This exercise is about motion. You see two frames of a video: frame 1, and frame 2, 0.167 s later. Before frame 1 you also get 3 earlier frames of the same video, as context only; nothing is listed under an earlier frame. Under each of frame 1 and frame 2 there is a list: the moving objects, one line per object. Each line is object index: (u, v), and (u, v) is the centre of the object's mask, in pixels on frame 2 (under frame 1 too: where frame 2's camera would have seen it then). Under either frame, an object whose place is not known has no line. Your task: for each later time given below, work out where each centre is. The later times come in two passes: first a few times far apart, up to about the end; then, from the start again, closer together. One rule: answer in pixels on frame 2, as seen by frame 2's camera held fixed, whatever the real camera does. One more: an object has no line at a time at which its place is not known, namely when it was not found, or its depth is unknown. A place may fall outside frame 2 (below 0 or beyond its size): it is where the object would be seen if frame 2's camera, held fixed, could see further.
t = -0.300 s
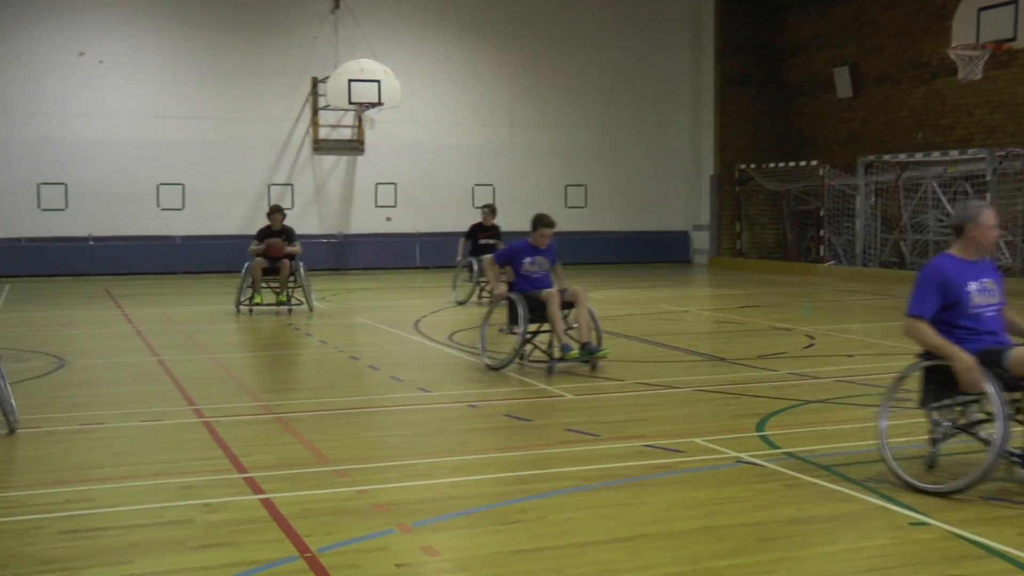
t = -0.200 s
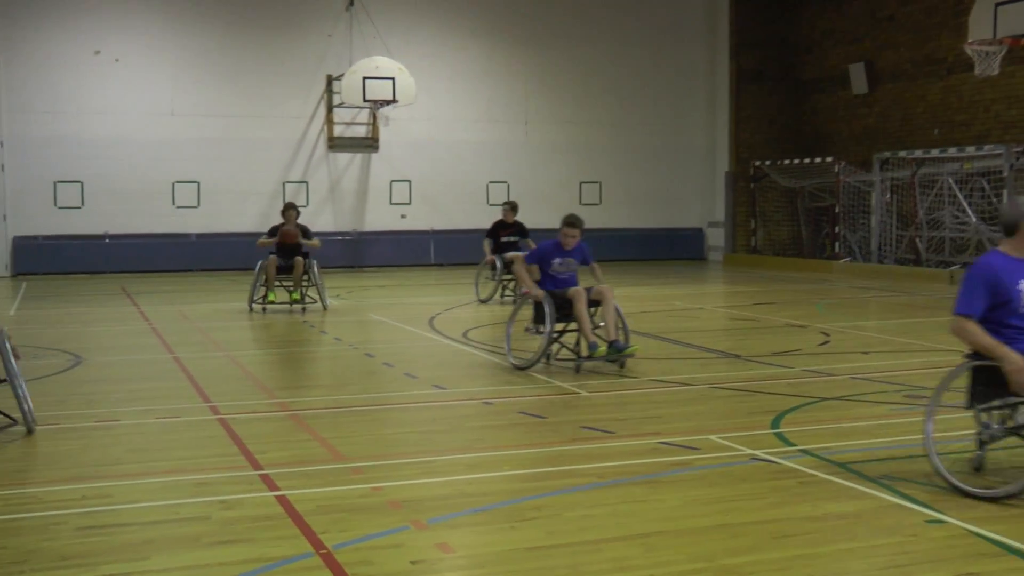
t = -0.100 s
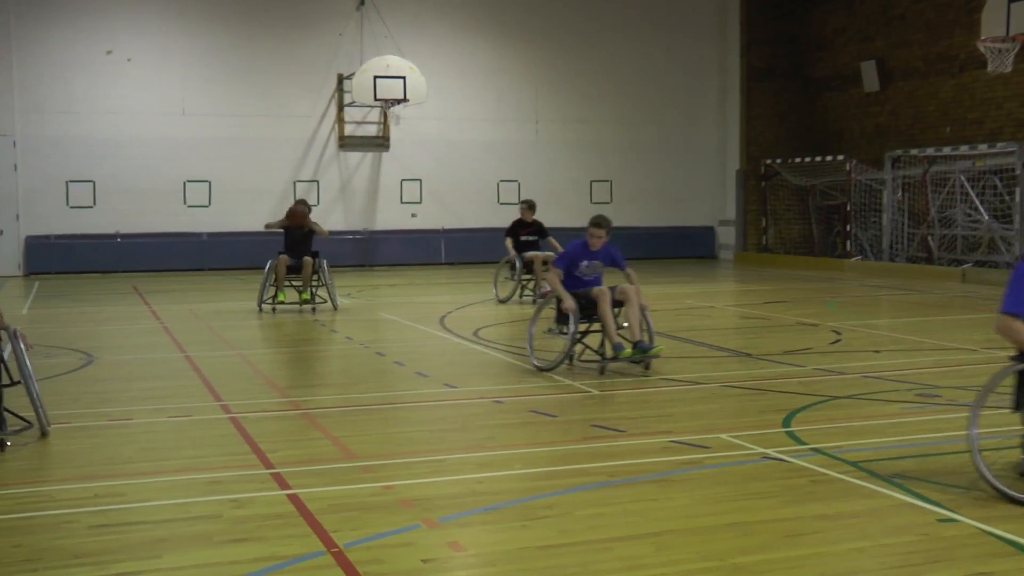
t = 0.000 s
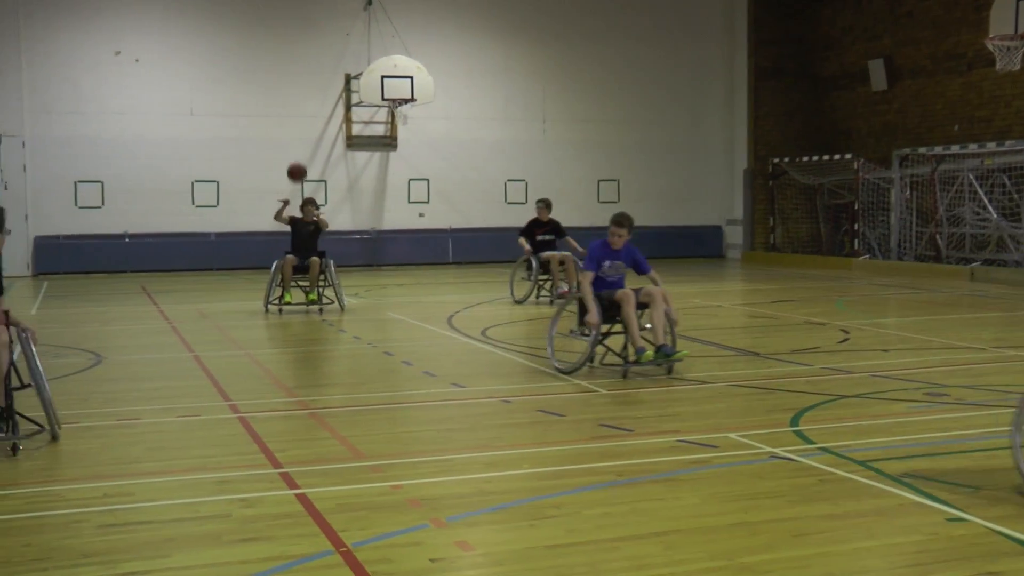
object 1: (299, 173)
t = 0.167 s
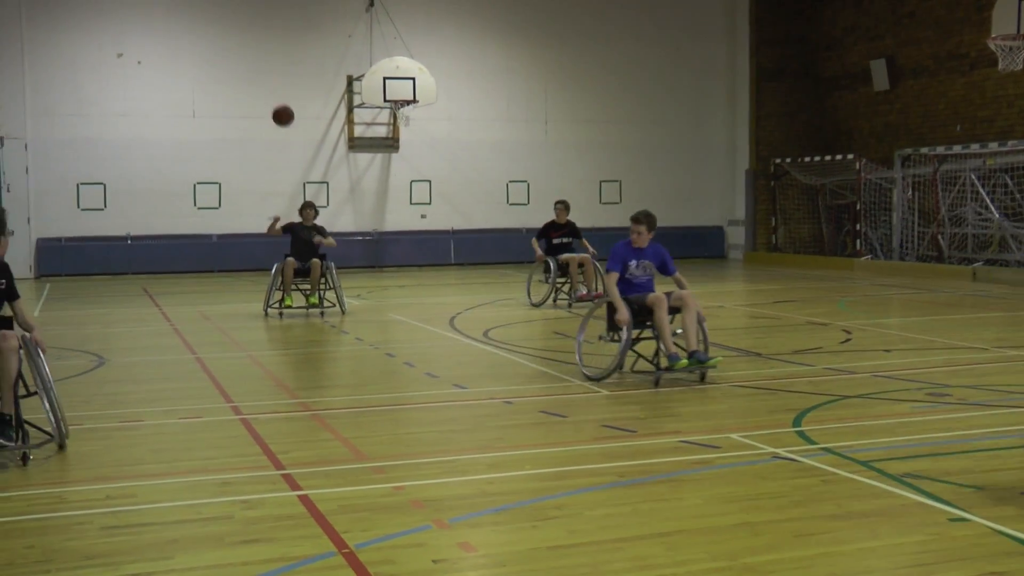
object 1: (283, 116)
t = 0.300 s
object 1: (268, 82)
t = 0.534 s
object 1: (240, 58)
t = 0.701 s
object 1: (218, 77)
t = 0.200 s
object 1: (280, 106)
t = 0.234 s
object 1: (276, 97)
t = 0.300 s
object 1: (268, 82)
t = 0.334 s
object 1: (265, 76)
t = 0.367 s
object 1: (261, 71)
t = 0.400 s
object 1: (257, 66)
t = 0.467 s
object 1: (248, 60)
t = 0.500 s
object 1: (244, 58)
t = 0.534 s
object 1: (240, 58)
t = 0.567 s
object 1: (236, 59)
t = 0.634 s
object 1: (227, 65)
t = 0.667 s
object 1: (222, 70)
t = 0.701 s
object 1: (218, 77)
